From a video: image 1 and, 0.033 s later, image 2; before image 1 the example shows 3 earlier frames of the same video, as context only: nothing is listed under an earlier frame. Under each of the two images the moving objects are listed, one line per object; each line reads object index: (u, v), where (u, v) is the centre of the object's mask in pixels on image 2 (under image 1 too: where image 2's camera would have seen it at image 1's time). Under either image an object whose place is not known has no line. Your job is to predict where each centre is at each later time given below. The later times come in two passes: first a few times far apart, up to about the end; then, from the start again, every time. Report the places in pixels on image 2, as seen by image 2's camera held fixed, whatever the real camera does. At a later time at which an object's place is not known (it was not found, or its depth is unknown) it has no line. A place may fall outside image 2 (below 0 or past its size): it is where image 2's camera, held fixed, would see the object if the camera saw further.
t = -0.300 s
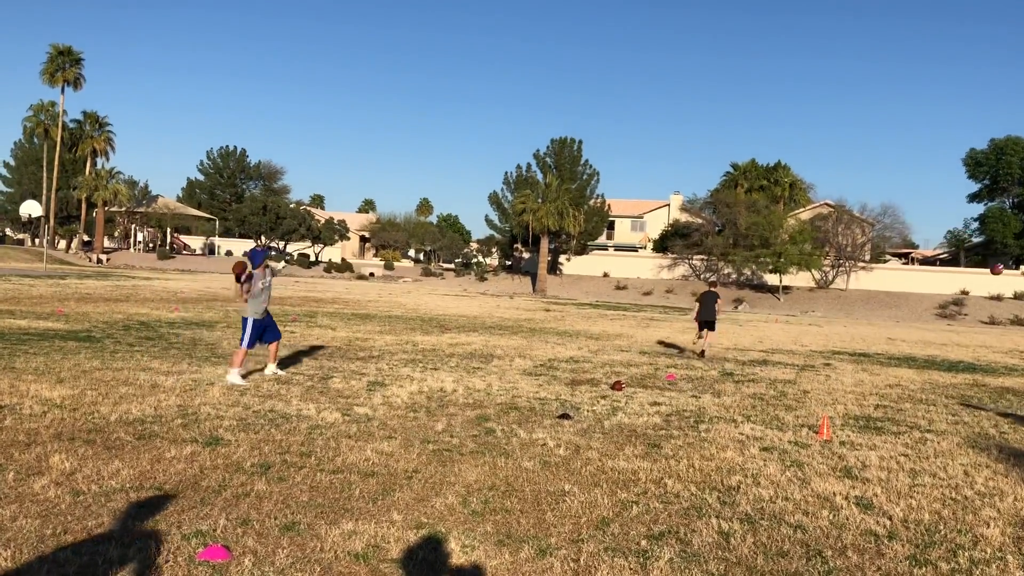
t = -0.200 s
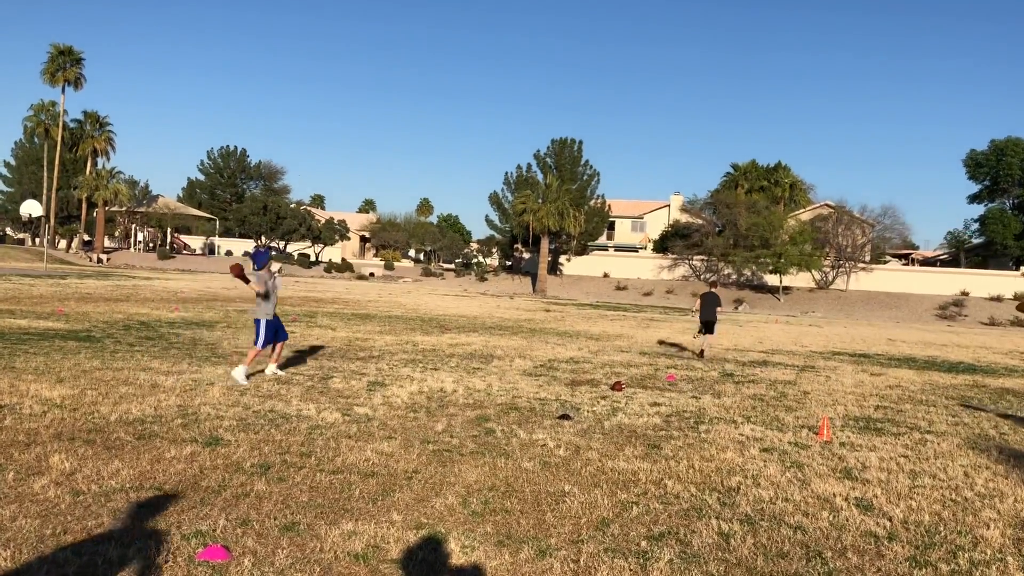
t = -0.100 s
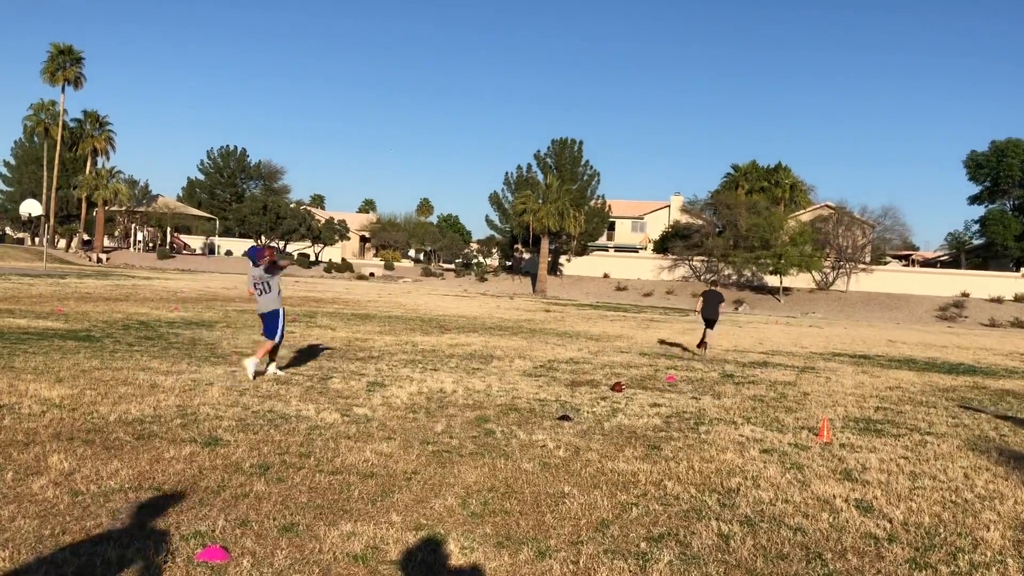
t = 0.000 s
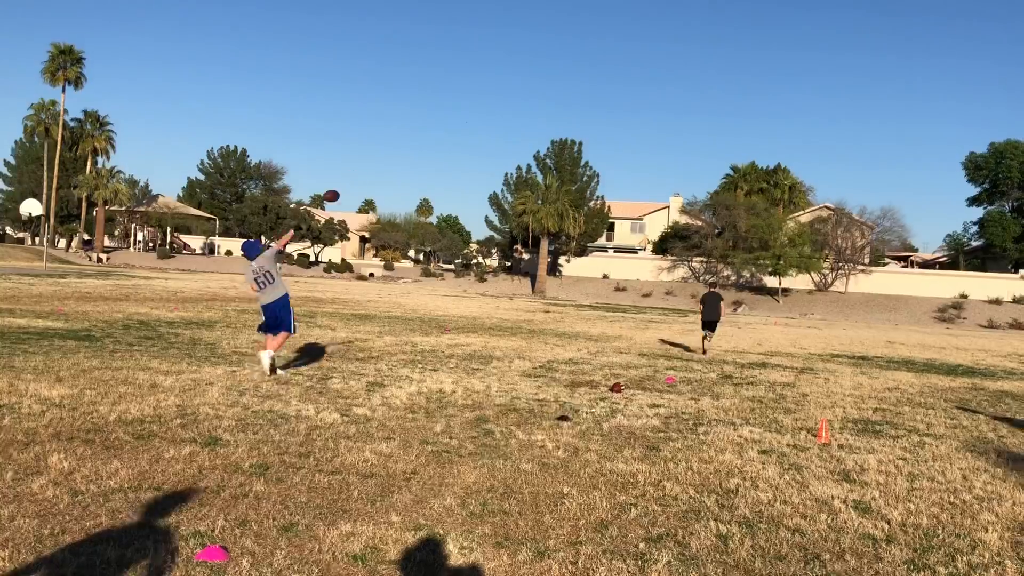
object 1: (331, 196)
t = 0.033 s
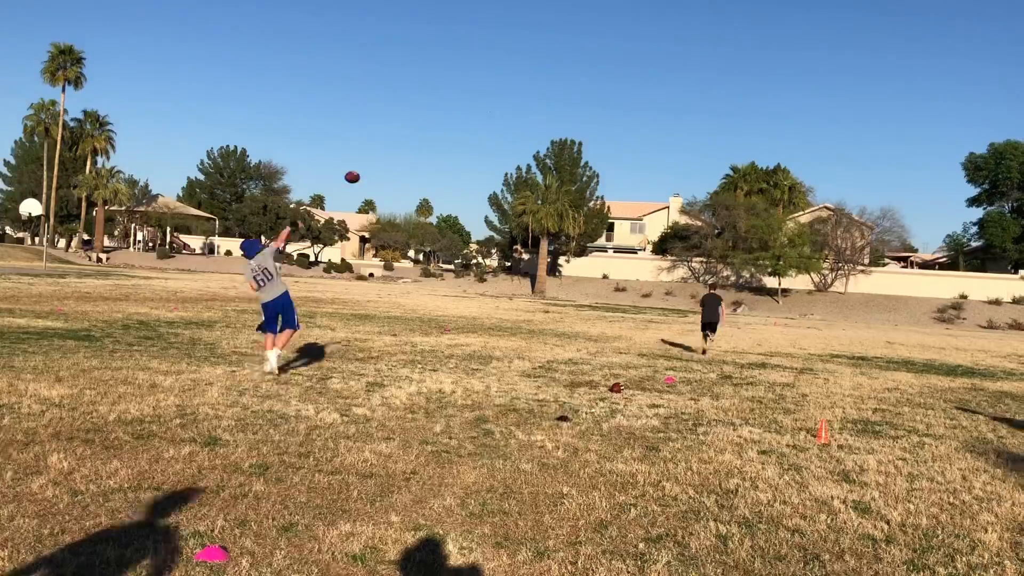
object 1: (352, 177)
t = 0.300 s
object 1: (486, 80)
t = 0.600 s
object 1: (588, 49)
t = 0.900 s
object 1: (656, 67)
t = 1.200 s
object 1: (705, 113)
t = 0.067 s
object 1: (372, 160)
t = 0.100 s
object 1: (390, 144)
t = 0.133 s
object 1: (409, 130)
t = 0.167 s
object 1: (426, 118)
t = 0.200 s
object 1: (442, 107)
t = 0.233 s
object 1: (457, 96)
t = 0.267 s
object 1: (472, 87)
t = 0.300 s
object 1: (486, 80)
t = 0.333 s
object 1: (500, 73)
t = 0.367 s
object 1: (513, 68)
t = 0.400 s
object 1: (524, 62)
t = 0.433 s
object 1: (536, 58)
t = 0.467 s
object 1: (548, 55)
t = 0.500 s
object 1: (559, 53)
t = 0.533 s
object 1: (568, 51)
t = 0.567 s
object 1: (578, 49)
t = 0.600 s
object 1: (588, 49)
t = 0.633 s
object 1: (597, 49)
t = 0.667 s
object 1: (605, 50)
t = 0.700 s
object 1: (613, 51)
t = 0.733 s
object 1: (621, 53)
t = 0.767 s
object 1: (629, 55)
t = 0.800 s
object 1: (636, 57)
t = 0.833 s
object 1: (643, 60)
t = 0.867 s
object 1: (650, 63)
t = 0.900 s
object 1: (656, 67)
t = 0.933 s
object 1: (662, 71)
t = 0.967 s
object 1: (669, 76)
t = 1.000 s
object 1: (674, 80)
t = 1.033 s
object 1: (680, 85)
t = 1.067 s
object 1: (685, 90)
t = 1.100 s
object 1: (690, 95)
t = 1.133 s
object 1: (695, 101)
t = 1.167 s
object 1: (700, 107)
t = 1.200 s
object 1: (705, 113)
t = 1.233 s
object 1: (710, 119)
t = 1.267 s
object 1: (715, 126)
